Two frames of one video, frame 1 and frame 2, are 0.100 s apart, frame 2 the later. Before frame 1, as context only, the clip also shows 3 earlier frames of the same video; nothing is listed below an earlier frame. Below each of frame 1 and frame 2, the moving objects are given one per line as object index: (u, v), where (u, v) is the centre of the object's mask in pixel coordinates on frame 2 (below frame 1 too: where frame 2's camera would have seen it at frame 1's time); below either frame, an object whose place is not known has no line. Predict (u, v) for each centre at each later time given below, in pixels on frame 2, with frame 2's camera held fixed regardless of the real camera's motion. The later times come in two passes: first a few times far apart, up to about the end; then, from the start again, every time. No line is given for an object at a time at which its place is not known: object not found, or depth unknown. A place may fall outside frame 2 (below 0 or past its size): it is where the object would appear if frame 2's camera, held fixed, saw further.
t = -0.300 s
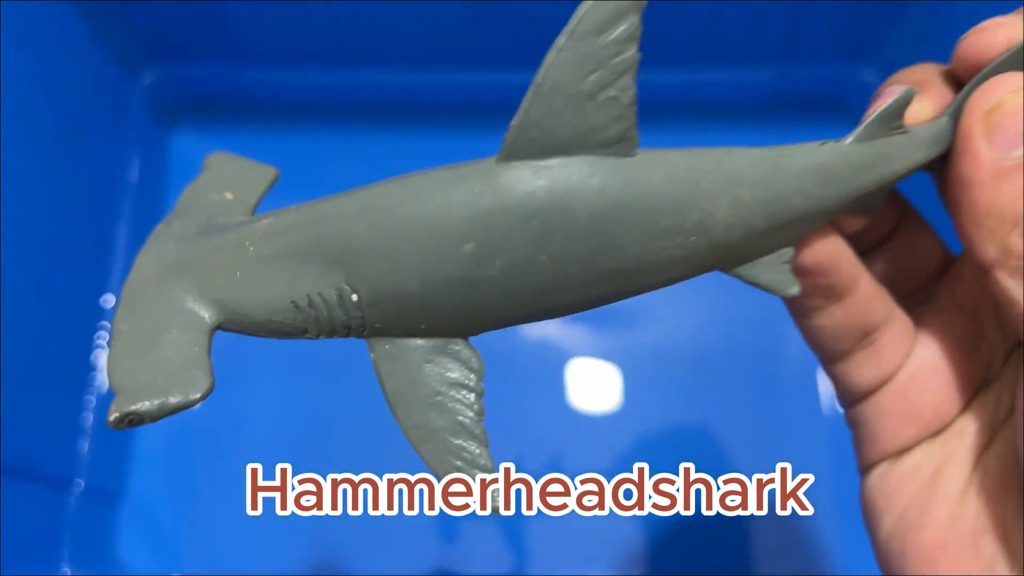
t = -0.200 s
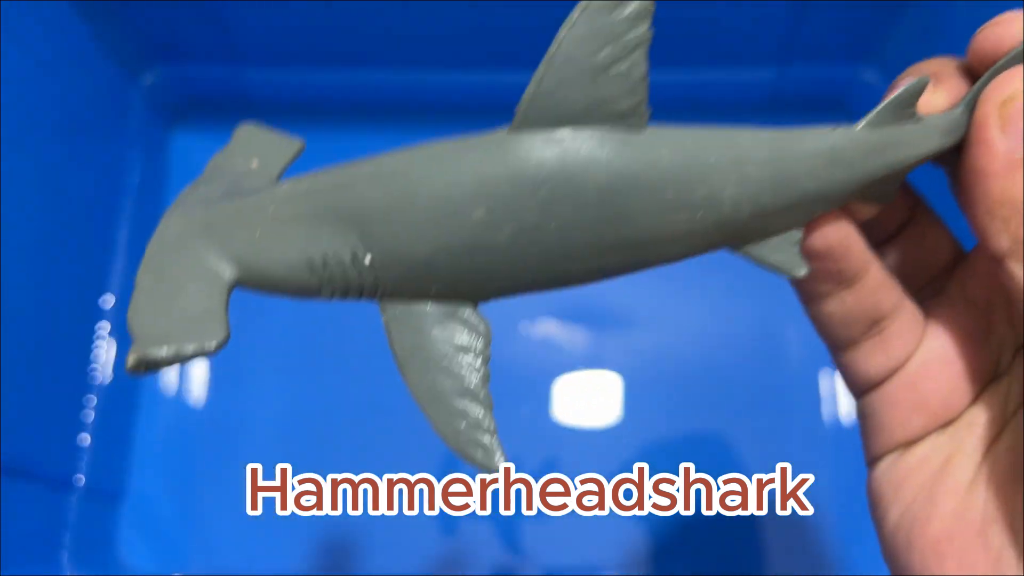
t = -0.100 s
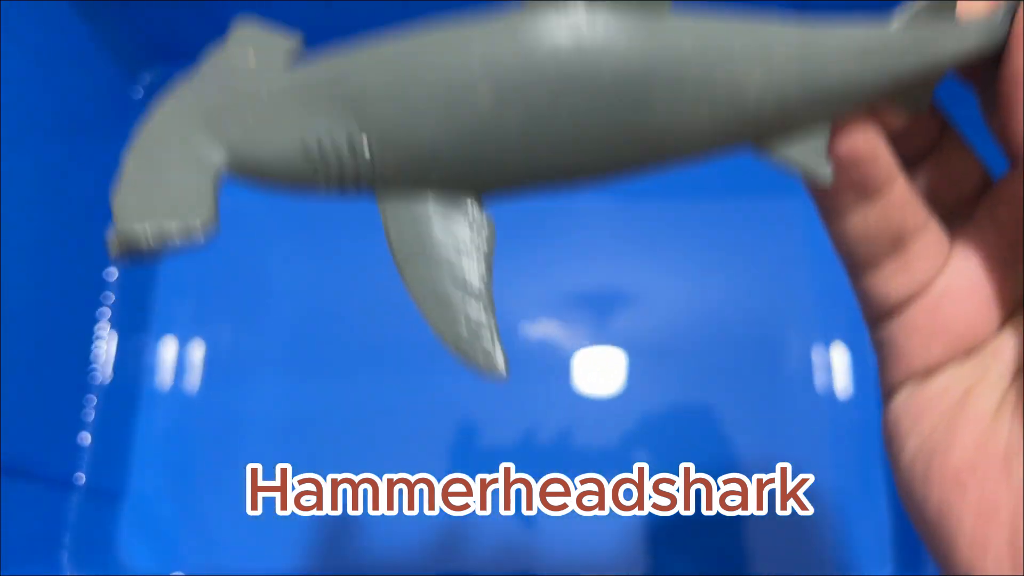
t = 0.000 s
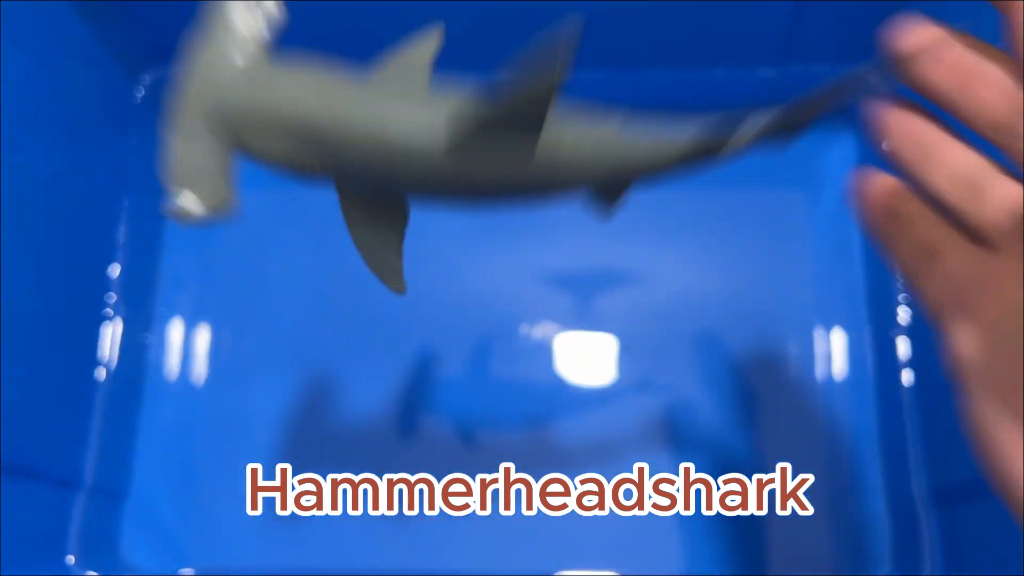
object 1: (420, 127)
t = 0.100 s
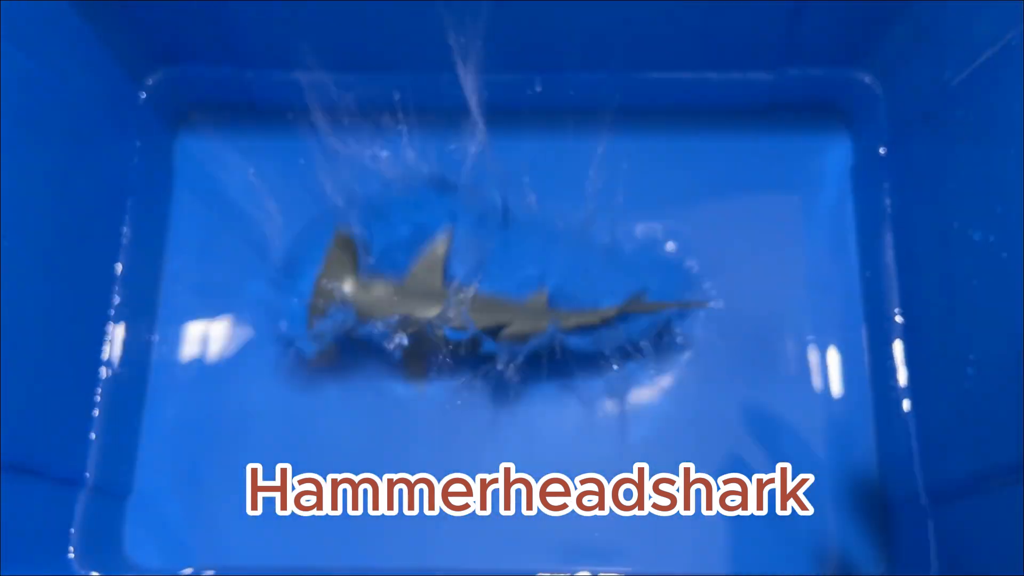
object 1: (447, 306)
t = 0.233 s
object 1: (464, 279)
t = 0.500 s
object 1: (446, 257)
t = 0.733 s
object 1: (413, 247)
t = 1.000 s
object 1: (386, 247)
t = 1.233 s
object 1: (381, 246)
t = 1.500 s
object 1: (353, 237)
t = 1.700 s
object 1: (345, 236)
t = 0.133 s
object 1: (450, 321)
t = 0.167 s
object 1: (447, 304)
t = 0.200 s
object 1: (457, 290)
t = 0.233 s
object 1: (464, 279)
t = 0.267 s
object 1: (454, 271)
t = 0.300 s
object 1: (450, 274)
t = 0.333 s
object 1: (446, 277)
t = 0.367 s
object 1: (450, 275)
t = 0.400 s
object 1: (457, 272)
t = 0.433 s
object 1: (458, 265)
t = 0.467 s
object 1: (453, 261)
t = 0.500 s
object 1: (446, 257)
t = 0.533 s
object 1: (441, 256)
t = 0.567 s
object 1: (435, 255)
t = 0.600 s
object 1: (429, 256)
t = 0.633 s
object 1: (426, 255)
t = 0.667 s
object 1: (423, 250)
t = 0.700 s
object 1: (418, 248)
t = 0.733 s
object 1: (413, 247)
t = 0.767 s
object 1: (411, 254)
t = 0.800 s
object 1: (410, 257)
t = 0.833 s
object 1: (408, 254)
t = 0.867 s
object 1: (403, 249)
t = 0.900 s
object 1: (401, 245)
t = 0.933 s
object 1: (391, 245)
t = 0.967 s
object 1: (393, 249)
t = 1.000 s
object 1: (386, 247)
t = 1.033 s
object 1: (388, 245)
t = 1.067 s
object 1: (386, 242)
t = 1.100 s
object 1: (388, 241)
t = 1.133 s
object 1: (384, 240)
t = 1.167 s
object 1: (379, 244)
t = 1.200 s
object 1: (378, 245)
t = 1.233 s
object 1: (381, 246)
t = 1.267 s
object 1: (381, 243)
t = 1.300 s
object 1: (380, 241)
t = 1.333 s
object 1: (374, 240)
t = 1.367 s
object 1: (369, 240)
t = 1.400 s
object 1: (365, 241)
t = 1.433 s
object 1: (357, 240)
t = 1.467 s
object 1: (356, 239)
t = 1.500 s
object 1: (353, 237)
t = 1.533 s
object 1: (356, 236)
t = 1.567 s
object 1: (359, 236)
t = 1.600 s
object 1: (355, 235)
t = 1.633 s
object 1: (353, 234)
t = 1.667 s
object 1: (348, 235)
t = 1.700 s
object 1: (345, 236)
